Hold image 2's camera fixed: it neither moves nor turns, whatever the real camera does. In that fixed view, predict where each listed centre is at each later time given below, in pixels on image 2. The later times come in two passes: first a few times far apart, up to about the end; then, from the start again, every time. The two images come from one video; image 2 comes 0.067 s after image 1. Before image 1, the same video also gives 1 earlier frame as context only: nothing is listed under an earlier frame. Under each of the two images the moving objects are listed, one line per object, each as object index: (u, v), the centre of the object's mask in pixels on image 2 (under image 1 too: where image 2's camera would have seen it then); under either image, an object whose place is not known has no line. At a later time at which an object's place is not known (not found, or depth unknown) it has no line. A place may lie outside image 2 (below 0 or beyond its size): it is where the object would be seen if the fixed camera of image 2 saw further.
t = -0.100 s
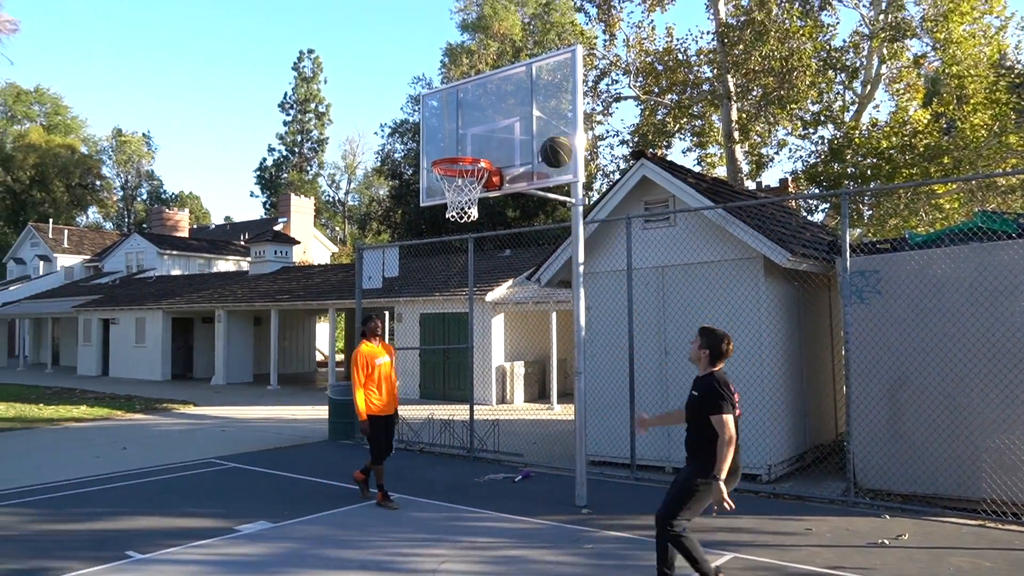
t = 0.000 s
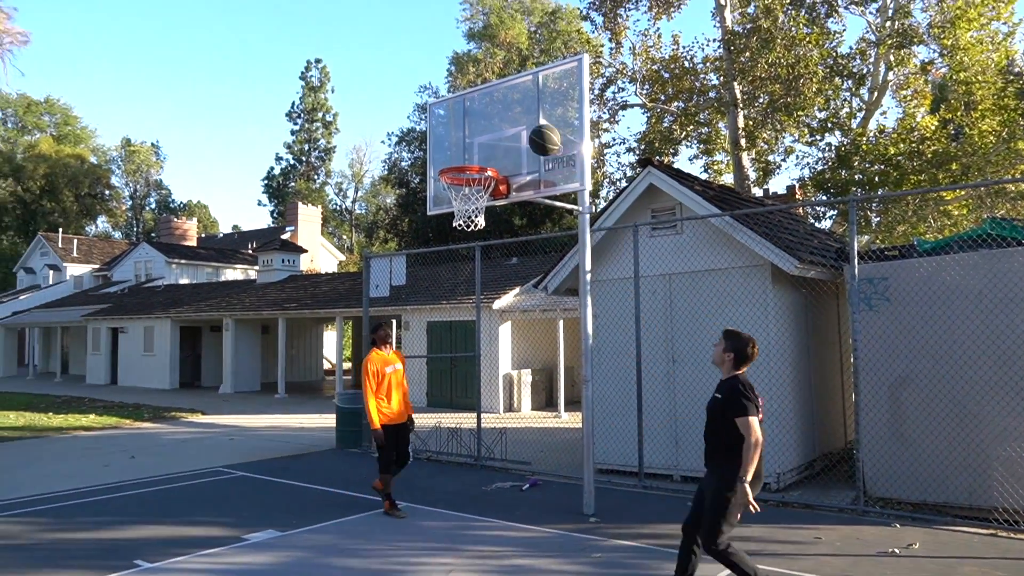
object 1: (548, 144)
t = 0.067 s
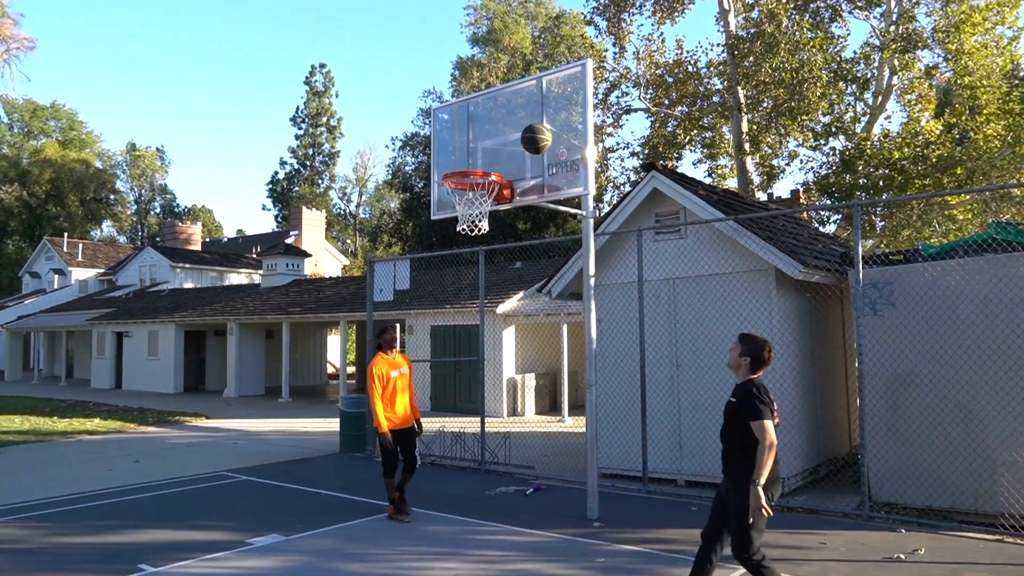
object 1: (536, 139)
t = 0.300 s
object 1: (496, 160)
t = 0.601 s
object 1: (497, 143)
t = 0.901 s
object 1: (500, 239)
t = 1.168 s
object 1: (500, 429)
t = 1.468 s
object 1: (488, 462)
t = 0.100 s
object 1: (530, 138)
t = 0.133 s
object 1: (524, 138)
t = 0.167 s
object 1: (519, 140)
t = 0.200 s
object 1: (513, 143)
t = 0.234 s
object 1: (507, 148)
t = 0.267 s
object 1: (502, 154)
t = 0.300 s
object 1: (496, 160)
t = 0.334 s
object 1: (496, 155)
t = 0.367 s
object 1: (496, 149)
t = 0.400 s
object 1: (496, 144)
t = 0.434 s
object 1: (496, 141)
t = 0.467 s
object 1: (497, 139)
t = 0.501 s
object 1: (497, 138)
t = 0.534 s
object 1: (497, 138)
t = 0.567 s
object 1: (497, 140)
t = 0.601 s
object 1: (497, 143)
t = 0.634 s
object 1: (497, 148)
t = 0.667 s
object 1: (497, 154)
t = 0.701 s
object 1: (498, 162)
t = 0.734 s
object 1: (498, 171)
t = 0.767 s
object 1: (498, 182)
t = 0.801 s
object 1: (498, 194)
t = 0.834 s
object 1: (499, 207)
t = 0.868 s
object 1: (500, 222)
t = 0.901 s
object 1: (500, 239)
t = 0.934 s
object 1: (501, 256)
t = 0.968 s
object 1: (501, 276)
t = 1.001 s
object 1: (501, 297)
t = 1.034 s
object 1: (500, 320)
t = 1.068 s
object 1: (500, 345)
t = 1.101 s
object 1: (500, 372)
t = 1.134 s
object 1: (502, 398)
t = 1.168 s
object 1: (500, 429)
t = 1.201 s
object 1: (500, 459)
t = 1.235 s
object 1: (501, 491)
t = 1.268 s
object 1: (501, 530)
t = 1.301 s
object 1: (504, 566)
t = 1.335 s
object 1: (501, 551)
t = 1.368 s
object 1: (497, 528)
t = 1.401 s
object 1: (495, 504)
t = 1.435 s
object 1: (495, 483)
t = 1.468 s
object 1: (488, 462)
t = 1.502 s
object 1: (484, 444)
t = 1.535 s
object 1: (483, 427)
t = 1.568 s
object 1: (482, 412)
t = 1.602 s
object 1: (481, 399)
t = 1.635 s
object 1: (479, 386)
